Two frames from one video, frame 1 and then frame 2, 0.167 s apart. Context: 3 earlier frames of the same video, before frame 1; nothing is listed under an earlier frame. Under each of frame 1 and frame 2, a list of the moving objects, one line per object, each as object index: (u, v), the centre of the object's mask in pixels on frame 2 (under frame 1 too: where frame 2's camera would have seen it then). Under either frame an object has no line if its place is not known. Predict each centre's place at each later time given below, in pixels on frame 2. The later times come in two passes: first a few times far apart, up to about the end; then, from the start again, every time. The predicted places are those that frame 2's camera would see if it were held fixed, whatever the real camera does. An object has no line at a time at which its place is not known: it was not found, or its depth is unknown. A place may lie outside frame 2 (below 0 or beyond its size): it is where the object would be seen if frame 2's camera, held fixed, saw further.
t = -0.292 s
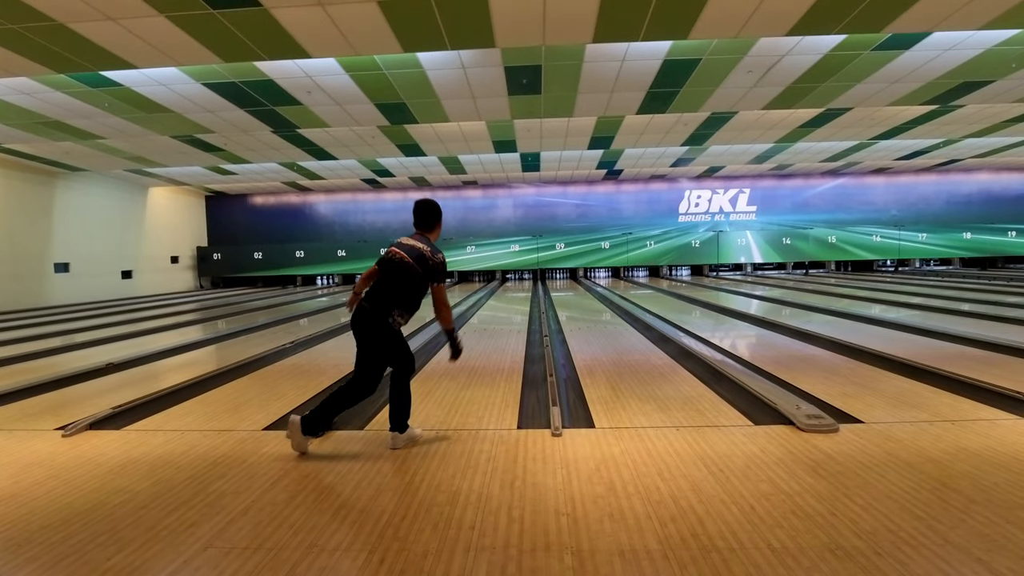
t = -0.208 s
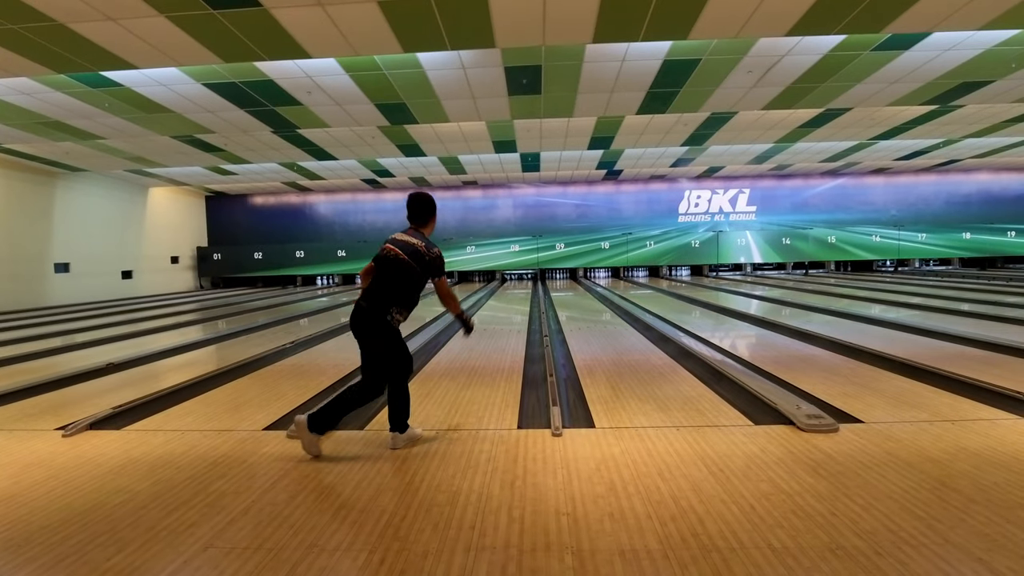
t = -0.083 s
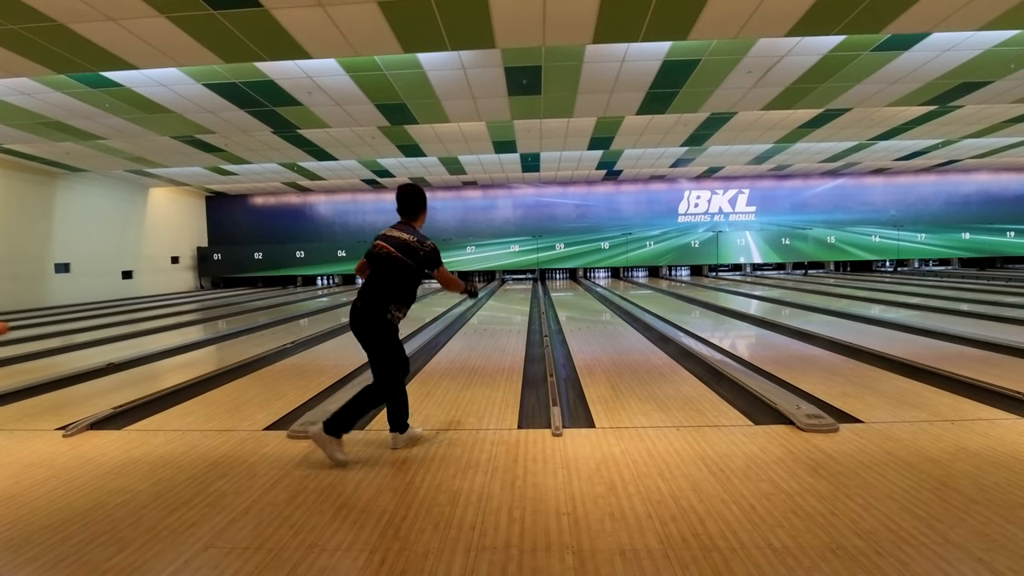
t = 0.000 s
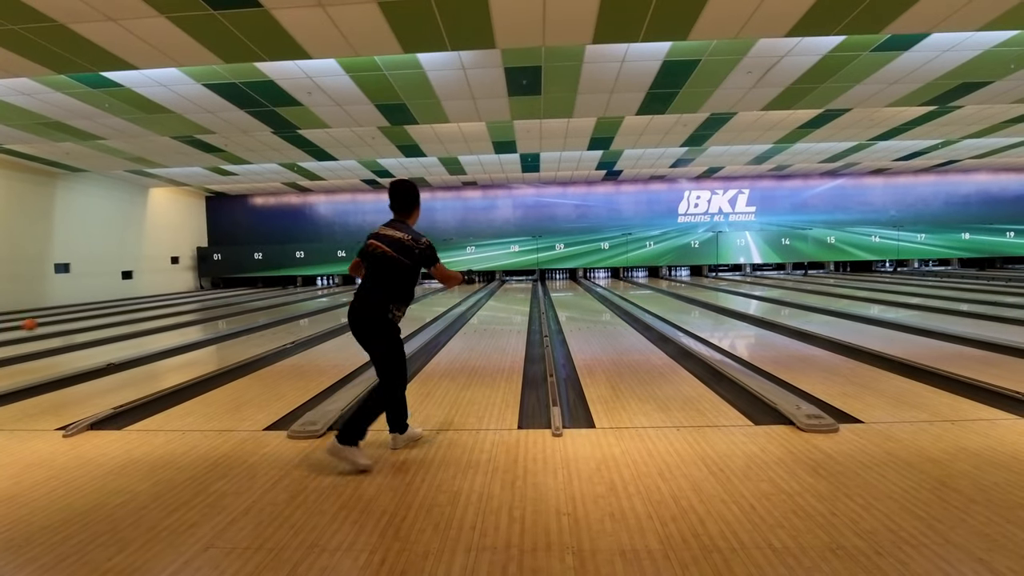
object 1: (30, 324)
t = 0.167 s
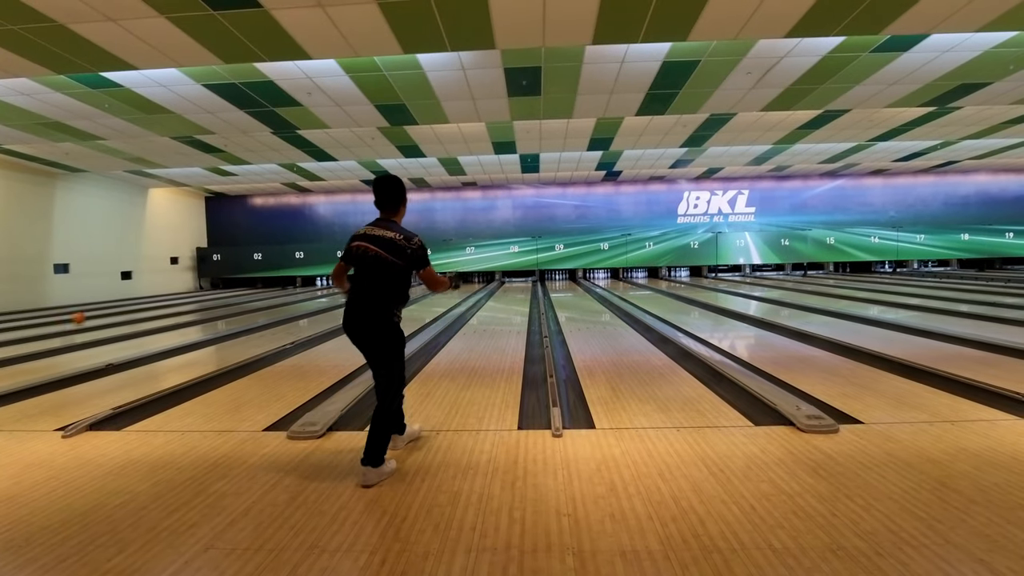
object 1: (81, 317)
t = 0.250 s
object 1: (100, 315)
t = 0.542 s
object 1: (158, 308)
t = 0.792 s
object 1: (196, 302)
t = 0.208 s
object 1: (90, 316)
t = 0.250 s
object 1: (100, 315)
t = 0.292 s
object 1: (110, 313)
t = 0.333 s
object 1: (119, 312)
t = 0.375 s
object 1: (128, 311)
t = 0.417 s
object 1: (137, 310)
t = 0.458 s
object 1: (144, 309)
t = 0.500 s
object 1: (150, 309)
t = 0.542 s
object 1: (158, 308)
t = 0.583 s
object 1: (165, 307)
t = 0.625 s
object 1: (172, 306)
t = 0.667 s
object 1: (178, 305)
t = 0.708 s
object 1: (183, 304)
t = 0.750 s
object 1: (190, 303)
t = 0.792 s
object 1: (196, 302)
